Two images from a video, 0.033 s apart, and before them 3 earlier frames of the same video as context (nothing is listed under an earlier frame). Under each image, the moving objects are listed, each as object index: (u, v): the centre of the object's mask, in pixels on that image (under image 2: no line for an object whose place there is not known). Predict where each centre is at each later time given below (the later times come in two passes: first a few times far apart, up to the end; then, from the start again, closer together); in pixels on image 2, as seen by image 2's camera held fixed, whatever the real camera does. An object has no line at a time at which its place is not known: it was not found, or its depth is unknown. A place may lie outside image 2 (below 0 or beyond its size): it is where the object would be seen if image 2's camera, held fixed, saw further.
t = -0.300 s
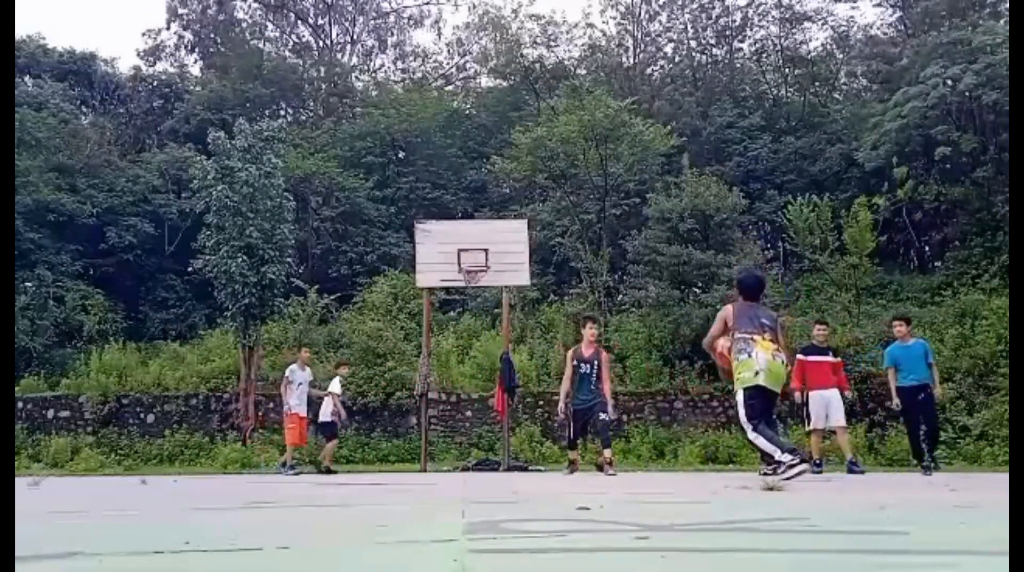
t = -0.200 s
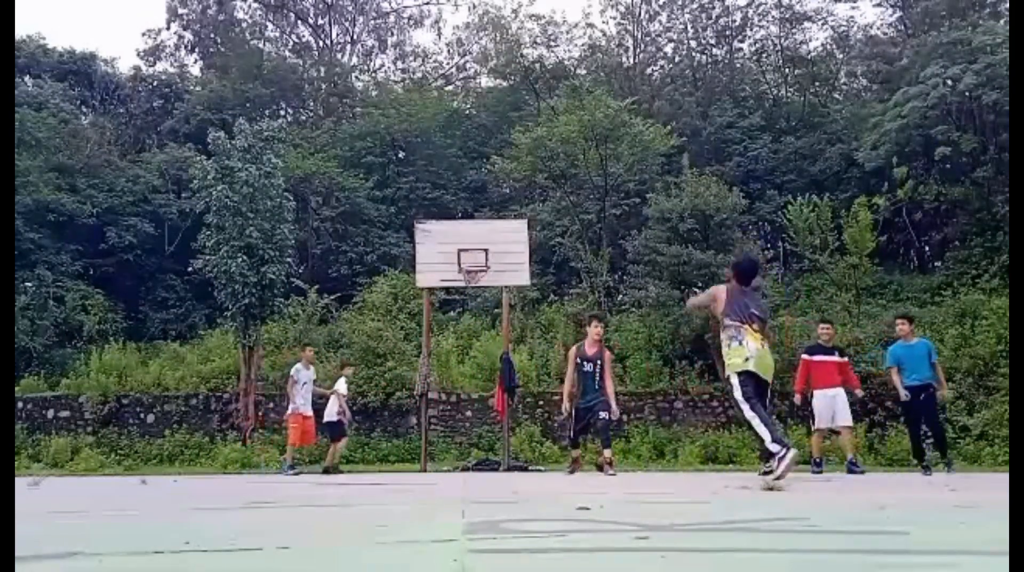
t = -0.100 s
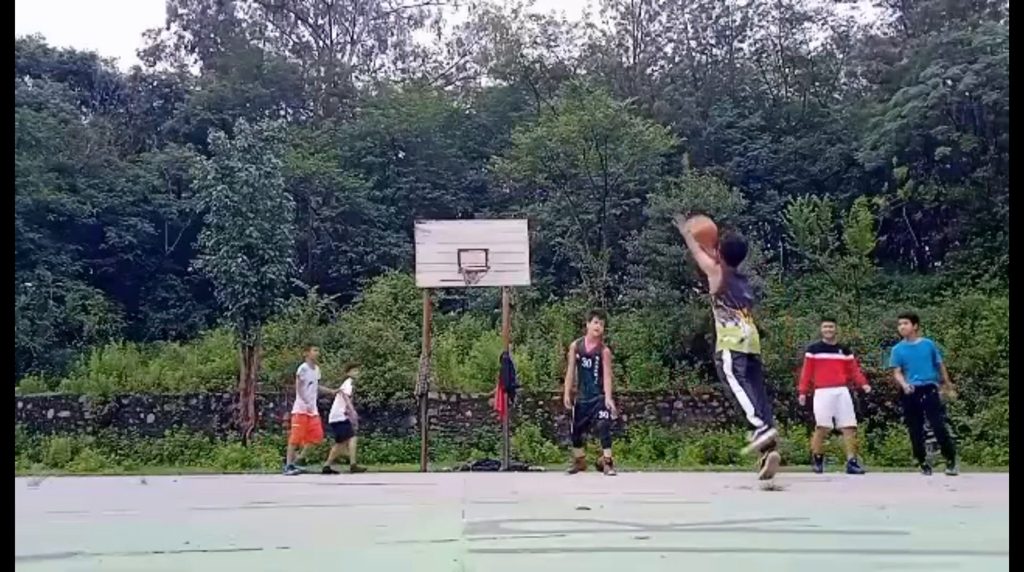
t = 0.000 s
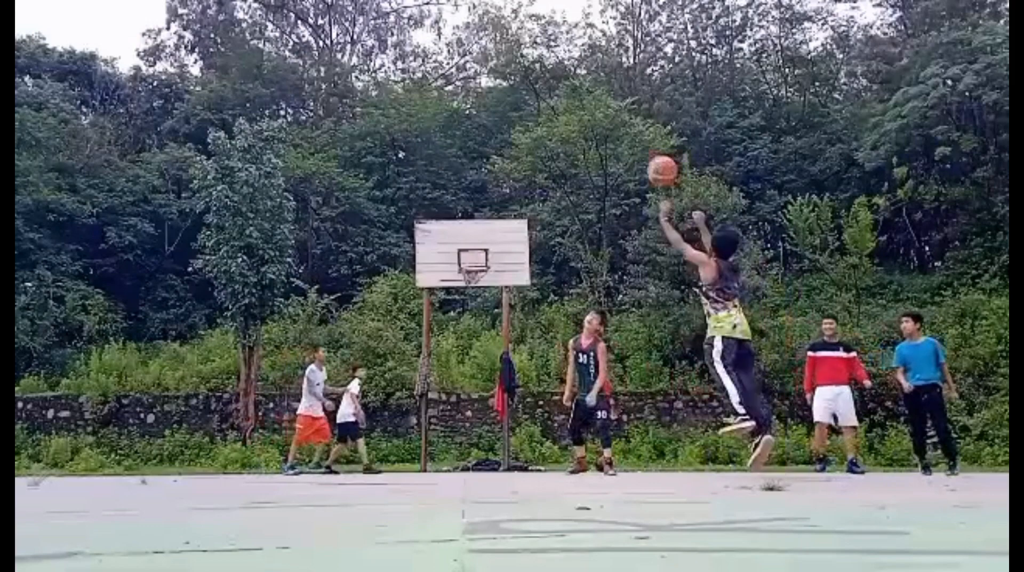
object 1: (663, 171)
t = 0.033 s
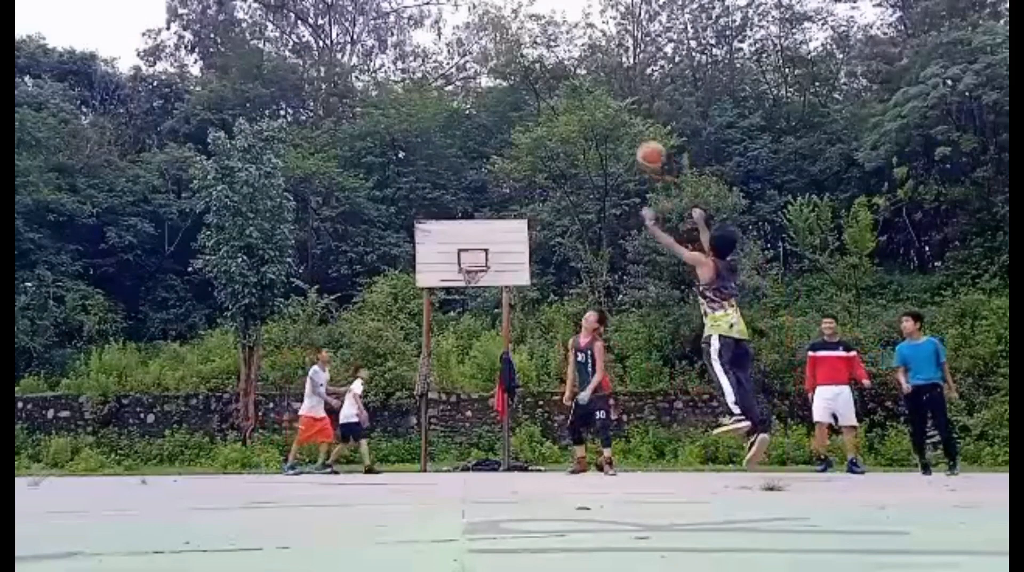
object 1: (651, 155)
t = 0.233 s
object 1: (600, 98)
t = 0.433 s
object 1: (558, 85)
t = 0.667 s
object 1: (521, 110)
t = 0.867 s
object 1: (497, 156)
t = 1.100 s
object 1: (473, 232)
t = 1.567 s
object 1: (472, 265)
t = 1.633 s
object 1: (472, 276)
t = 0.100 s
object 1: (633, 129)
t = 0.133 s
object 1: (626, 120)
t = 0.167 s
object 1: (621, 115)
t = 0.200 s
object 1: (607, 103)
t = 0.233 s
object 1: (600, 98)
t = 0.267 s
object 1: (592, 93)
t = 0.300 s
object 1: (589, 92)
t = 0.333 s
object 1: (577, 86)
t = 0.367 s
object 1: (571, 85)
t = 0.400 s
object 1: (565, 85)
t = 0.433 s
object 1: (558, 85)
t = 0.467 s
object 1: (553, 87)
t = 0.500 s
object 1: (548, 89)
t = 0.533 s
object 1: (541, 91)
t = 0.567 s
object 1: (537, 94)
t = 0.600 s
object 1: (531, 99)
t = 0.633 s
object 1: (527, 104)
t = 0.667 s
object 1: (521, 110)
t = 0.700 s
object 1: (517, 116)
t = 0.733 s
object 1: (513, 122)
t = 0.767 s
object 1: (509, 131)
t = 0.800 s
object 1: (504, 138)
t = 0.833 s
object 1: (501, 147)
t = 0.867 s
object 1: (497, 156)
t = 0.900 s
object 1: (493, 165)
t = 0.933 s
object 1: (490, 176)
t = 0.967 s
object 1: (486, 187)
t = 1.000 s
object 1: (482, 198)
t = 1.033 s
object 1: (480, 210)
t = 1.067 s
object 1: (476, 220)
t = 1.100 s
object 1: (473, 232)
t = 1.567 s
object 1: (472, 265)
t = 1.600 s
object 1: (471, 268)
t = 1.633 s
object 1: (472, 276)
